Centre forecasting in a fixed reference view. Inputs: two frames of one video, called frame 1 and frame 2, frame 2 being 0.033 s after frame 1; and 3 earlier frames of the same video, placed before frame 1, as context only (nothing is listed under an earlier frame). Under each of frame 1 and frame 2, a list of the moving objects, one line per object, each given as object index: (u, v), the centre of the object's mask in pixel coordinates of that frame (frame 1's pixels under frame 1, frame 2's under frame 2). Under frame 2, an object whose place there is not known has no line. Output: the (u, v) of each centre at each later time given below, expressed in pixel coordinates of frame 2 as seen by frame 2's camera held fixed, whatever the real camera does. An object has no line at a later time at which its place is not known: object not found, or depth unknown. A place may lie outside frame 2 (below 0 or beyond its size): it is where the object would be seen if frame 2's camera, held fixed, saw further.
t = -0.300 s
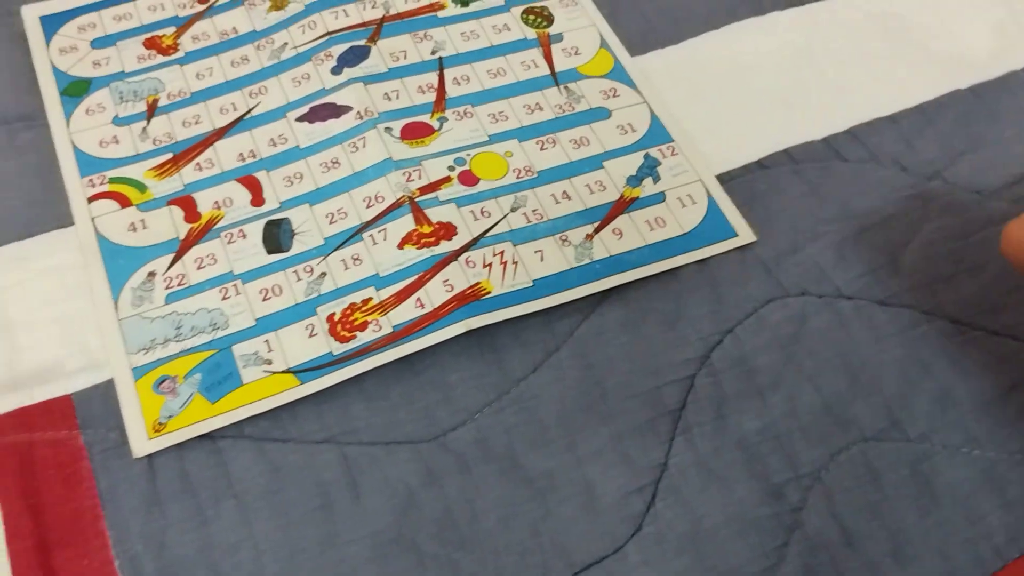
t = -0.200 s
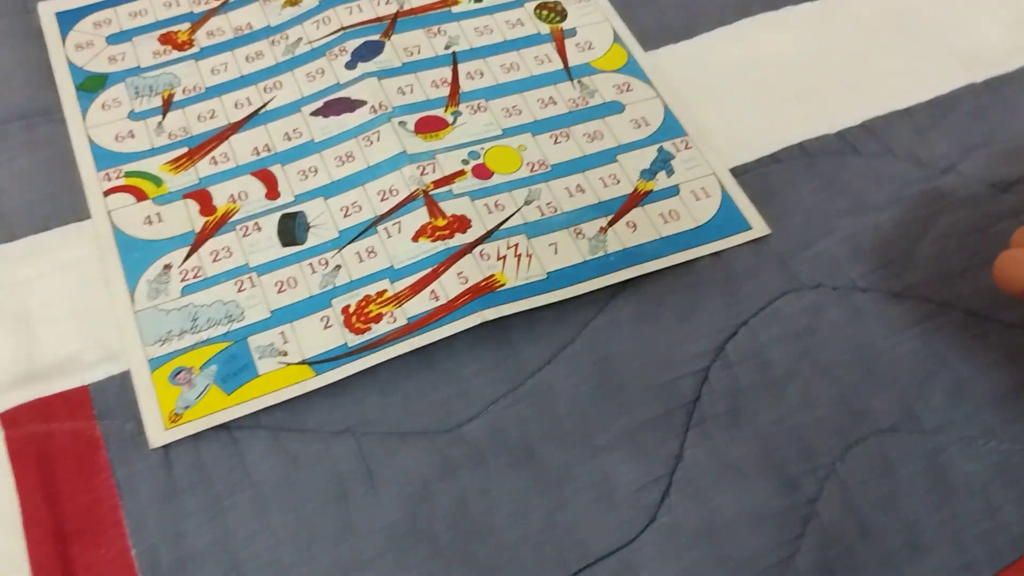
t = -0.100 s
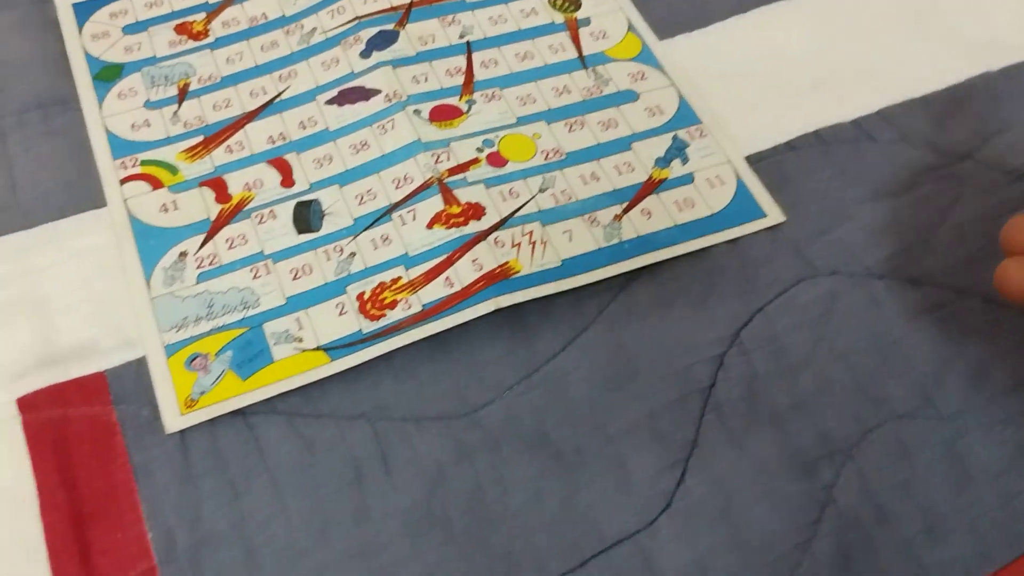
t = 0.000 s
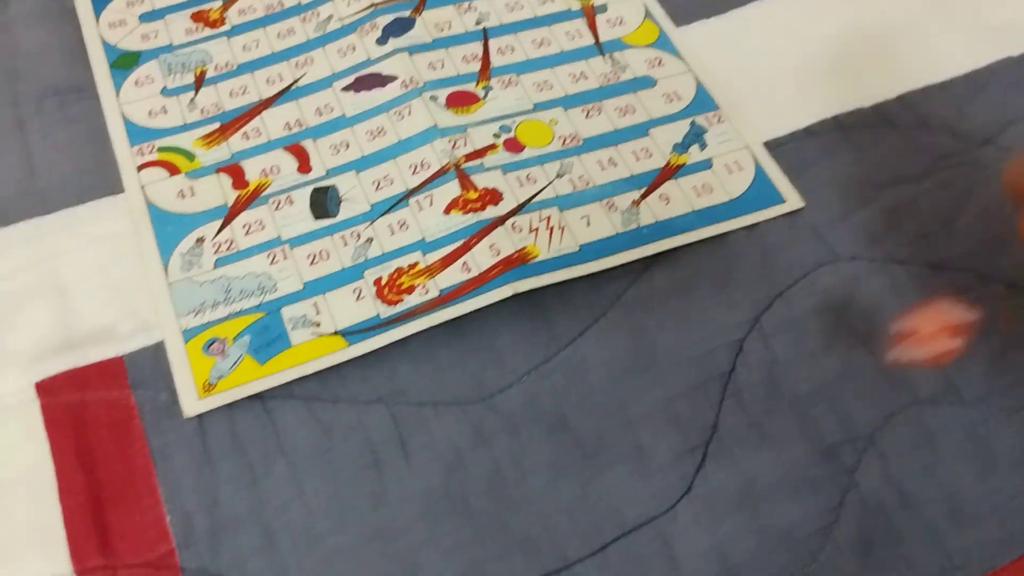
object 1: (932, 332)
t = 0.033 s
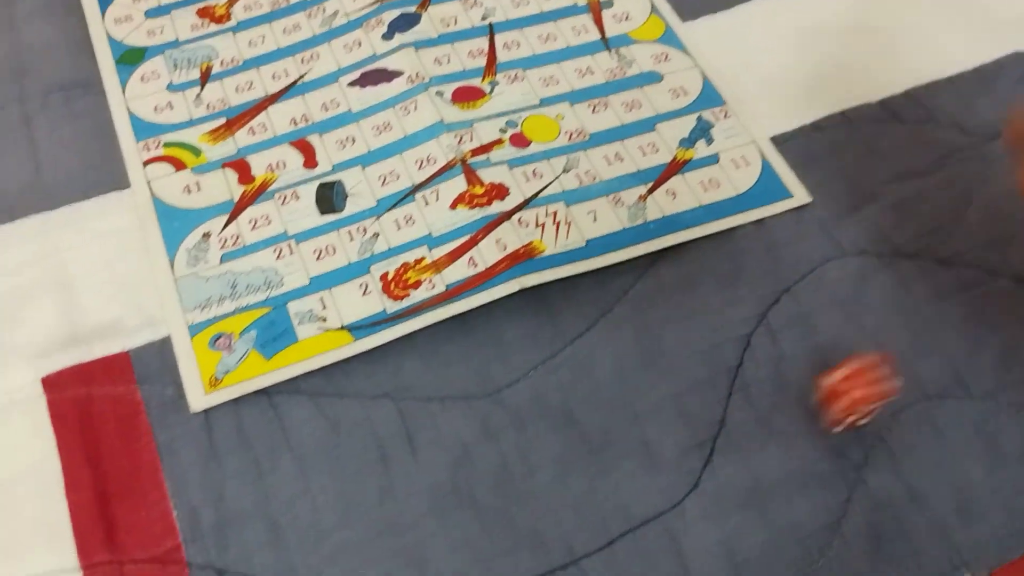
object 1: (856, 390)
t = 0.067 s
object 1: (837, 388)
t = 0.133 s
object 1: (841, 374)
